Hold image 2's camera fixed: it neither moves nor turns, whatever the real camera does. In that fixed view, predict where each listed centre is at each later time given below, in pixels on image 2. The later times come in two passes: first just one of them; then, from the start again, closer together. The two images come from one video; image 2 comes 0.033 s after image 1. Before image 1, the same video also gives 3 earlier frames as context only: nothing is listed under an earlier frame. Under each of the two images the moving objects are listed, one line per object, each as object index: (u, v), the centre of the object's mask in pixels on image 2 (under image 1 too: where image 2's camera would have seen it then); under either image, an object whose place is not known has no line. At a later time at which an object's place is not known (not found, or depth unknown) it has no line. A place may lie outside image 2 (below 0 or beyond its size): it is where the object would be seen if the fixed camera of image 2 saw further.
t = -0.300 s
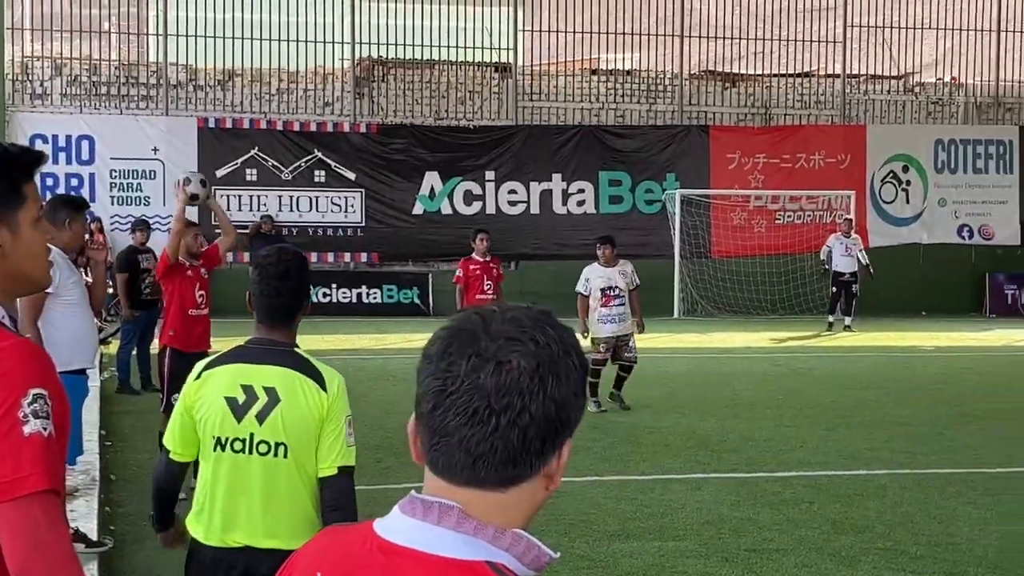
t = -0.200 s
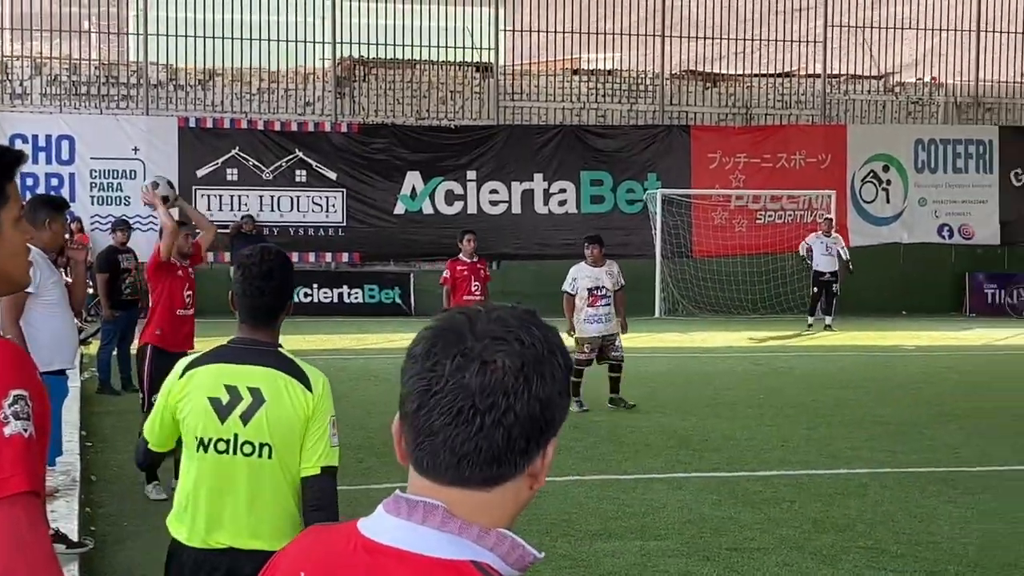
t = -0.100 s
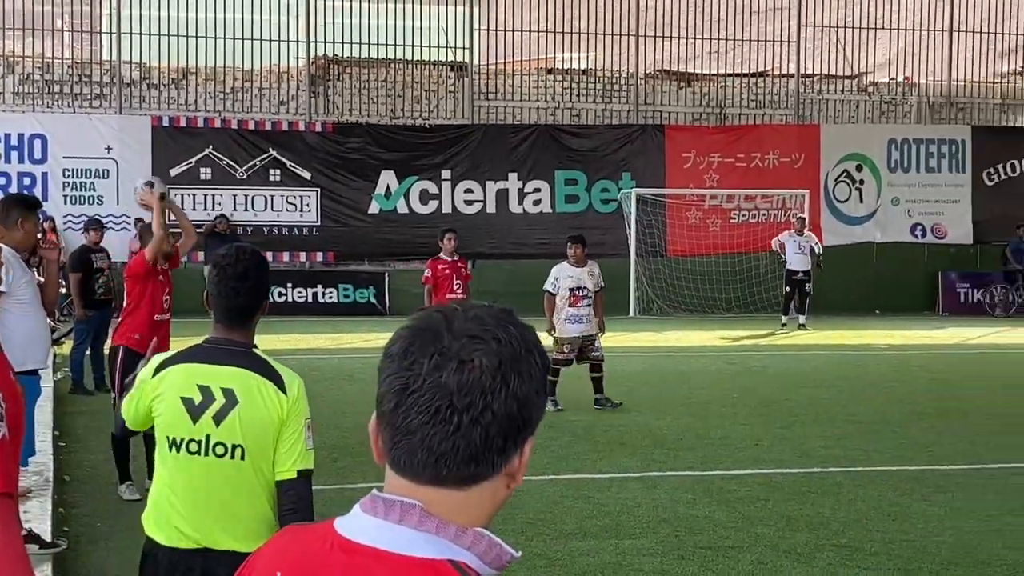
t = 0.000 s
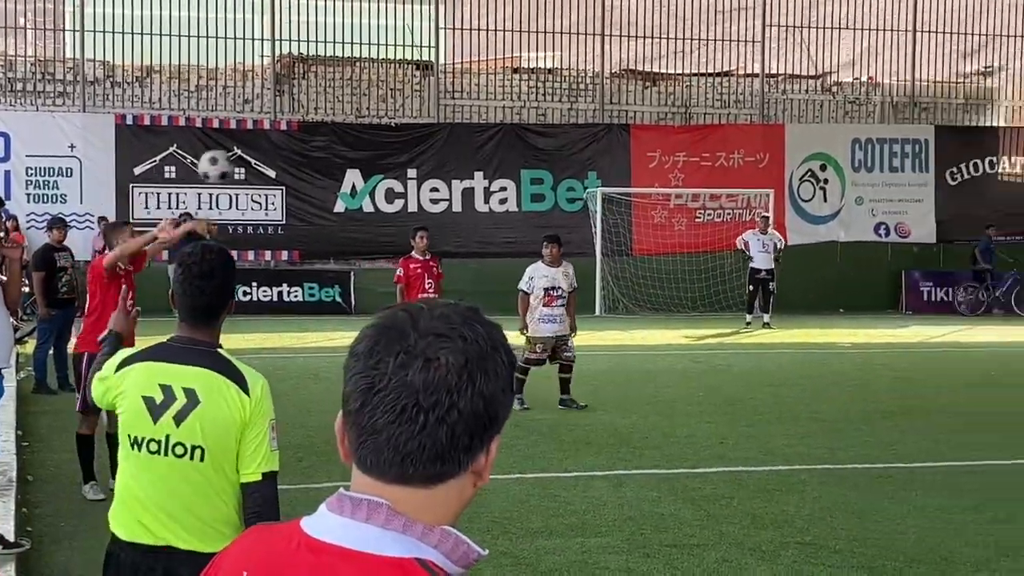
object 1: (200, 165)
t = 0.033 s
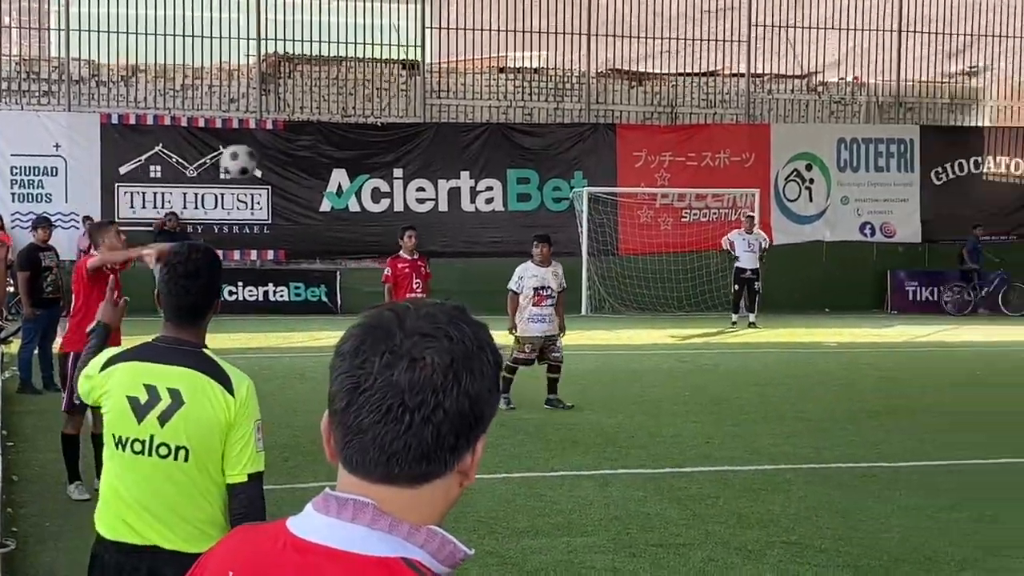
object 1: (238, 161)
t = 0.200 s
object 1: (421, 165)
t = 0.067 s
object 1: (276, 159)
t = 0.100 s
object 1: (312, 158)
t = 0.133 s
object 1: (349, 158)
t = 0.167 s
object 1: (385, 161)
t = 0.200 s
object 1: (421, 165)
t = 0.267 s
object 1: (491, 178)
